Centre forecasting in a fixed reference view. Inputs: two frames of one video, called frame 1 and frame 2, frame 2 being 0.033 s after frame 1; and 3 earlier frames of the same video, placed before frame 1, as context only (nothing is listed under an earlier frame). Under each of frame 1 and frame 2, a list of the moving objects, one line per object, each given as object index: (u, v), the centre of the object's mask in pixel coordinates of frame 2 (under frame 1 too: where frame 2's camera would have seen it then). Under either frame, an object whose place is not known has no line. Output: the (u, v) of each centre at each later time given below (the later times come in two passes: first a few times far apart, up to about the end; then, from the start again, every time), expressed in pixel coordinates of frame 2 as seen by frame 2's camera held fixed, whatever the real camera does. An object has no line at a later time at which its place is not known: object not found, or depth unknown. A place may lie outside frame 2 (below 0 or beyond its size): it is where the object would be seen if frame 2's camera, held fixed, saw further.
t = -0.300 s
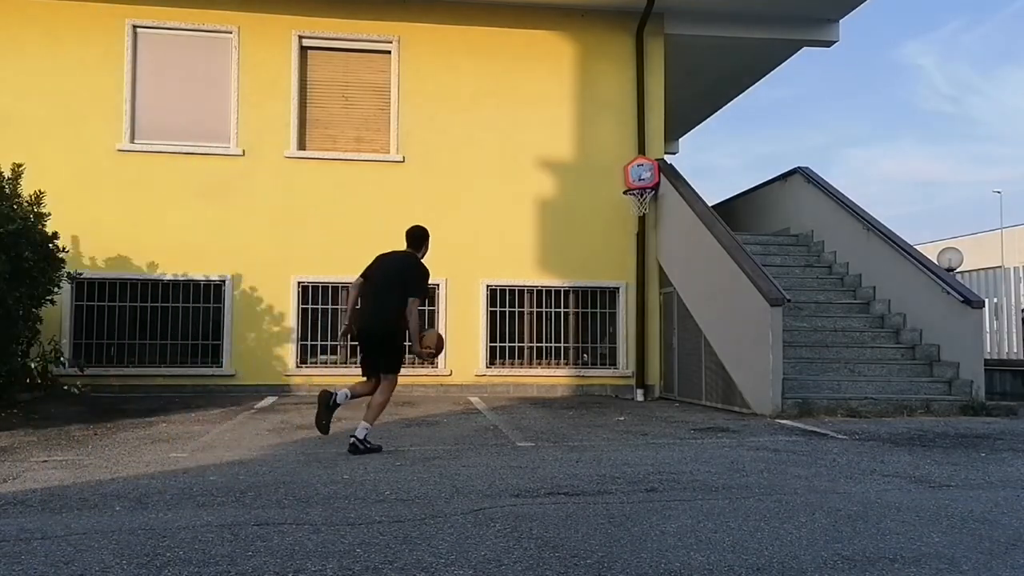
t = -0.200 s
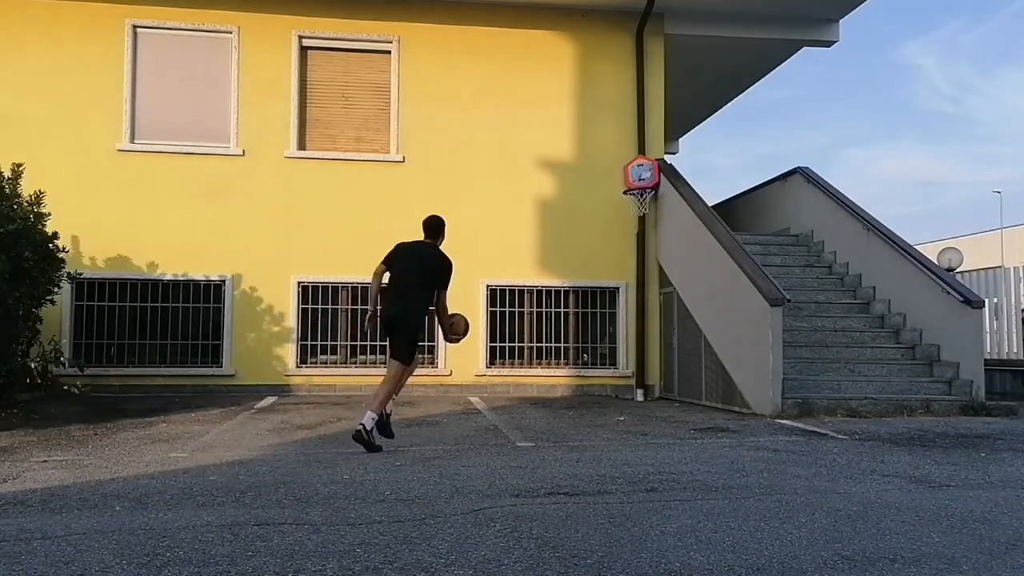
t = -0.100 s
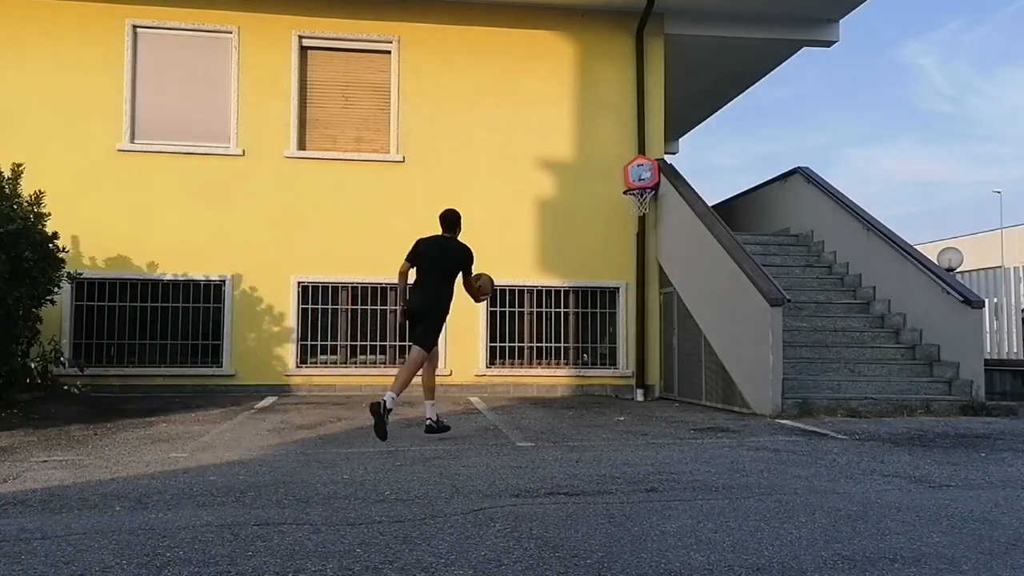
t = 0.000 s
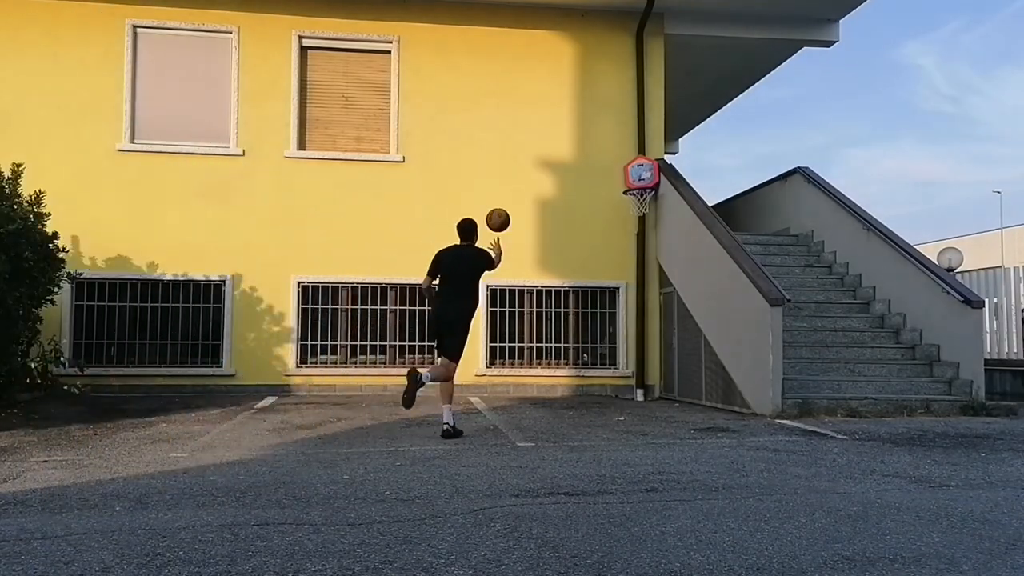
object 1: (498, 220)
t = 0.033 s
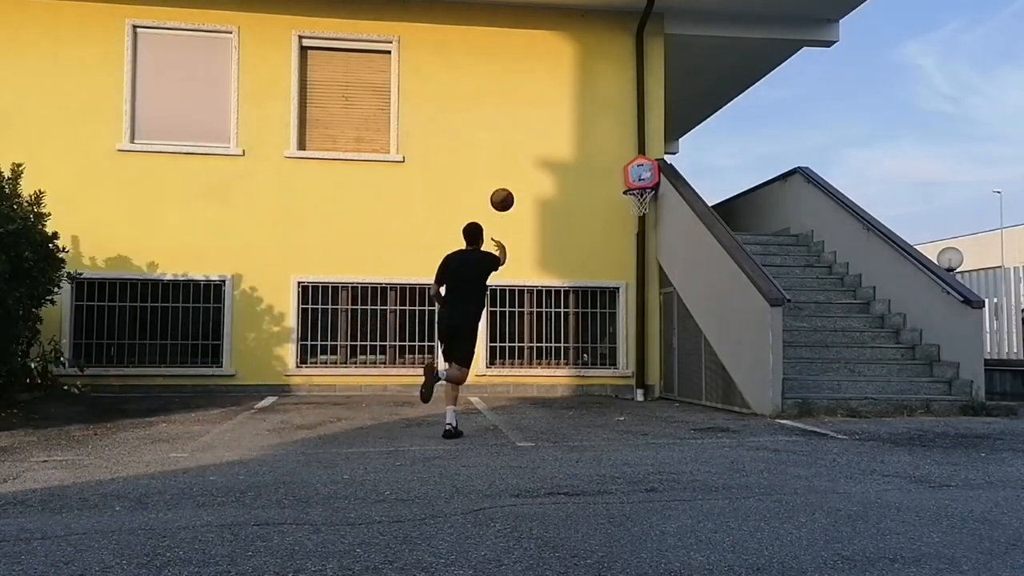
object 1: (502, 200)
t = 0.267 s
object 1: (527, 103)
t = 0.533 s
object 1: (550, 71)
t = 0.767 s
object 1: (567, 94)
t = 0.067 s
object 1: (506, 181)
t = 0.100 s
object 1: (510, 165)
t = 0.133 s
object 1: (513, 149)
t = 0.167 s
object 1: (517, 136)
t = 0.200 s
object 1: (521, 123)
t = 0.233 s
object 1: (524, 113)
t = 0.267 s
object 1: (527, 103)
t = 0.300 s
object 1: (530, 95)
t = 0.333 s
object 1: (533, 88)
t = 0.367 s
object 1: (536, 83)
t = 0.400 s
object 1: (539, 78)
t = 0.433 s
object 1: (542, 75)
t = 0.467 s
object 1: (545, 73)
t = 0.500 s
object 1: (548, 72)
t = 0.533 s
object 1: (550, 71)
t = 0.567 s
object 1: (553, 72)
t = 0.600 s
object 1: (555, 74)
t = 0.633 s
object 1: (558, 76)
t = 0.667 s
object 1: (560, 79)
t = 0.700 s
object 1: (562, 83)
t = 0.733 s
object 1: (565, 88)
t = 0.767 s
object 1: (567, 94)
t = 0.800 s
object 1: (569, 100)
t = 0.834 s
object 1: (571, 107)
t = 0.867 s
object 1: (573, 115)
